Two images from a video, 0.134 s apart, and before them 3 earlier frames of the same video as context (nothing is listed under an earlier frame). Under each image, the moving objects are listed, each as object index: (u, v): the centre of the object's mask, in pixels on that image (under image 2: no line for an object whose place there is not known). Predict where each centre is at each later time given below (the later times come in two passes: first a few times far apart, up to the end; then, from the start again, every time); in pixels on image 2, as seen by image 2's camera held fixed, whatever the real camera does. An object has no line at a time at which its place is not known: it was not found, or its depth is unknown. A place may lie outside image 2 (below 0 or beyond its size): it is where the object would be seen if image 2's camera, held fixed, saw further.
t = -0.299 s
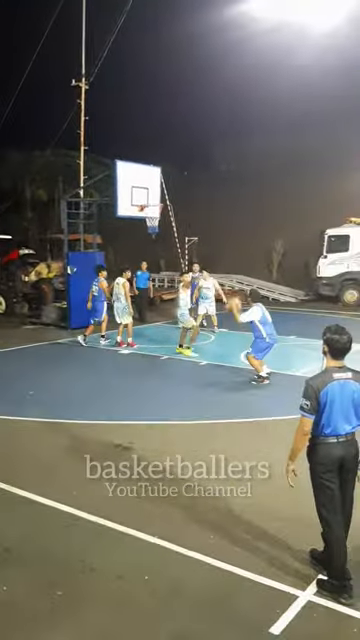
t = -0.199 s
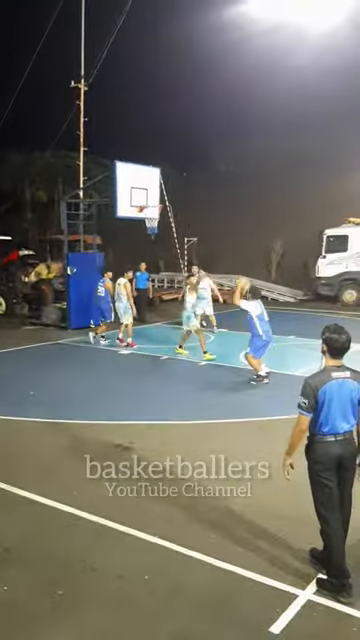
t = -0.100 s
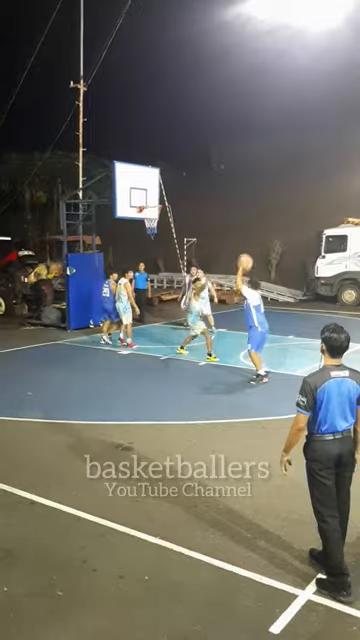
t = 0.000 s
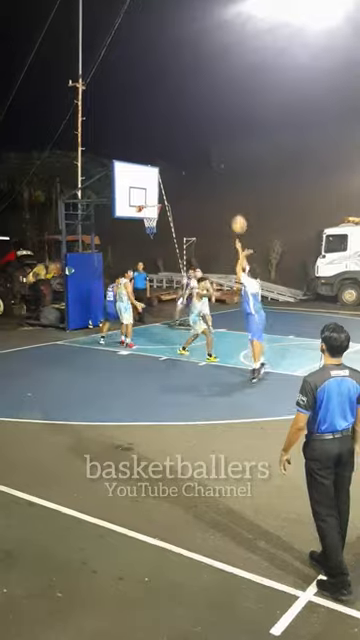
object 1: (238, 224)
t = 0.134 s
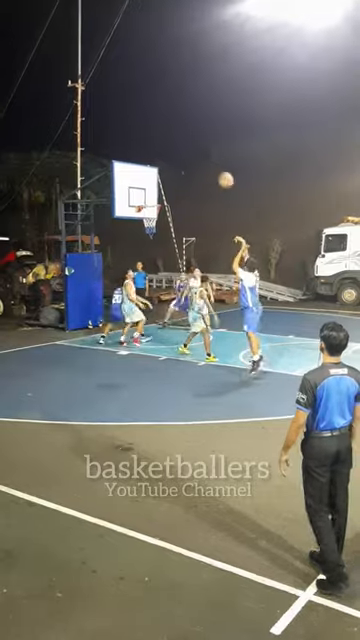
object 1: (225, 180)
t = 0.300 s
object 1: (211, 145)
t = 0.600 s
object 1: (189, 125)
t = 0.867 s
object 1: (173, 147)
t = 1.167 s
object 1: (160, 200)
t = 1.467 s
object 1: (174, 204)
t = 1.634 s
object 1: (183, 222)
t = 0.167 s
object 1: (222, 172)
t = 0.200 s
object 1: (219, 164)
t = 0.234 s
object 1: (216, 157)
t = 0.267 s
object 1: (214, 151)
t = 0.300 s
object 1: (211, 145)
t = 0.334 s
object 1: (208, 140)
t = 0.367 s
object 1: (206, 136)
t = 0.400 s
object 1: (203, 132)
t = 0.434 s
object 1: (201, 130)
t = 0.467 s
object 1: (198, 128)
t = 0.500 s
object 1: (196, 126)
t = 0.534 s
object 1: (193, 125)
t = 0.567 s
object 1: (191, 125)
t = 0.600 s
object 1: (189, 125)
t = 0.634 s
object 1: (186, 126)
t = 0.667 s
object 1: (185, 127)
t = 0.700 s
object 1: (183, 129)
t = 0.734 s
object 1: (180, 132)
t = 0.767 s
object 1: (179, 135)
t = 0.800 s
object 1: (176, 138)
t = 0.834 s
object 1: (175, 143)
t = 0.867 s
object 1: (173, 147)
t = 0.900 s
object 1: (171, 152)
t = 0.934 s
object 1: (169, 157)
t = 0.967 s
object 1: (168, 162)
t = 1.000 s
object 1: (166, 169)
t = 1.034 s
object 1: (164, 175)
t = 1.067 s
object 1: (163, 181)
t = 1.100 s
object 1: (162, 188)
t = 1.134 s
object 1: (160, 196)
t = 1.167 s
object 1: (160, 200)
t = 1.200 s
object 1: (161, 198)
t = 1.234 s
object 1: (163, 197)
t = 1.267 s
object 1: (164, 197)
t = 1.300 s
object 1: (165, 197)
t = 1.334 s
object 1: (167, 197)
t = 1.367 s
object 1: (169, 198)
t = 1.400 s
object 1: (171, 200)
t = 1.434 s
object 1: (172, 202)
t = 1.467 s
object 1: (174, 204)
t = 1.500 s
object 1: (176, 207)
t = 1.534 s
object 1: (177, 210)
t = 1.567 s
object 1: (179, 214)
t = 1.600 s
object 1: (180, 218)
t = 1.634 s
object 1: (183, 222)
